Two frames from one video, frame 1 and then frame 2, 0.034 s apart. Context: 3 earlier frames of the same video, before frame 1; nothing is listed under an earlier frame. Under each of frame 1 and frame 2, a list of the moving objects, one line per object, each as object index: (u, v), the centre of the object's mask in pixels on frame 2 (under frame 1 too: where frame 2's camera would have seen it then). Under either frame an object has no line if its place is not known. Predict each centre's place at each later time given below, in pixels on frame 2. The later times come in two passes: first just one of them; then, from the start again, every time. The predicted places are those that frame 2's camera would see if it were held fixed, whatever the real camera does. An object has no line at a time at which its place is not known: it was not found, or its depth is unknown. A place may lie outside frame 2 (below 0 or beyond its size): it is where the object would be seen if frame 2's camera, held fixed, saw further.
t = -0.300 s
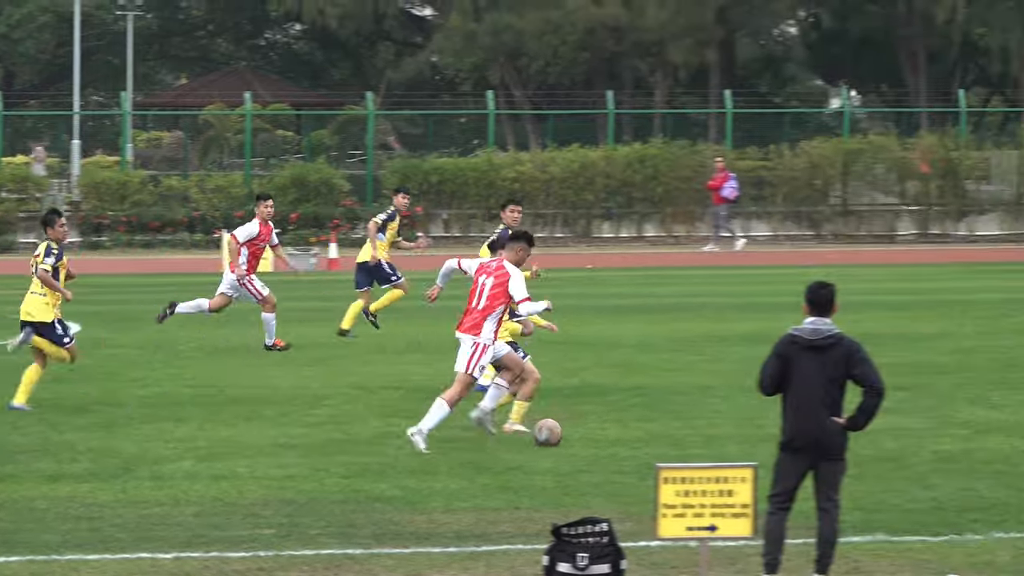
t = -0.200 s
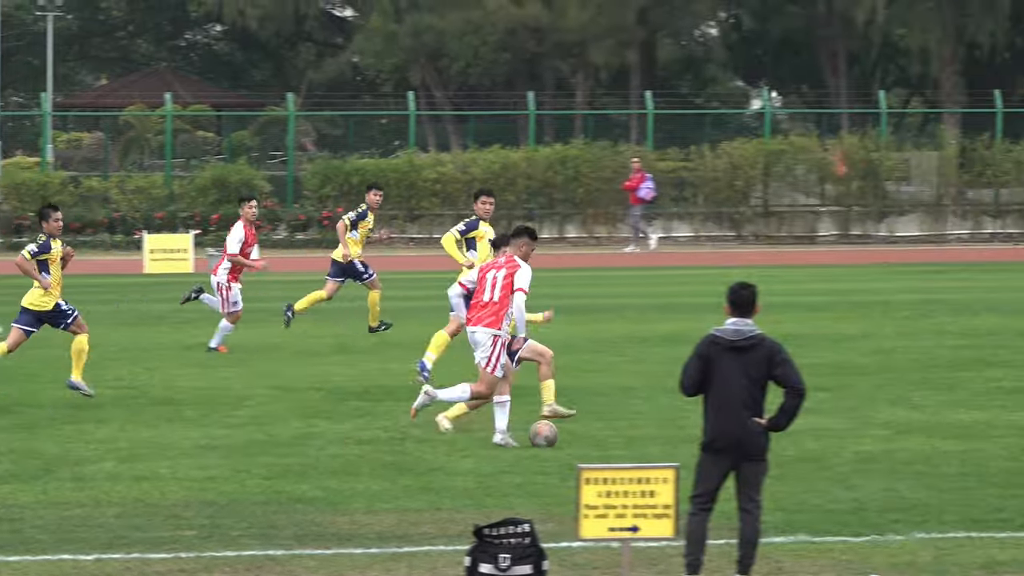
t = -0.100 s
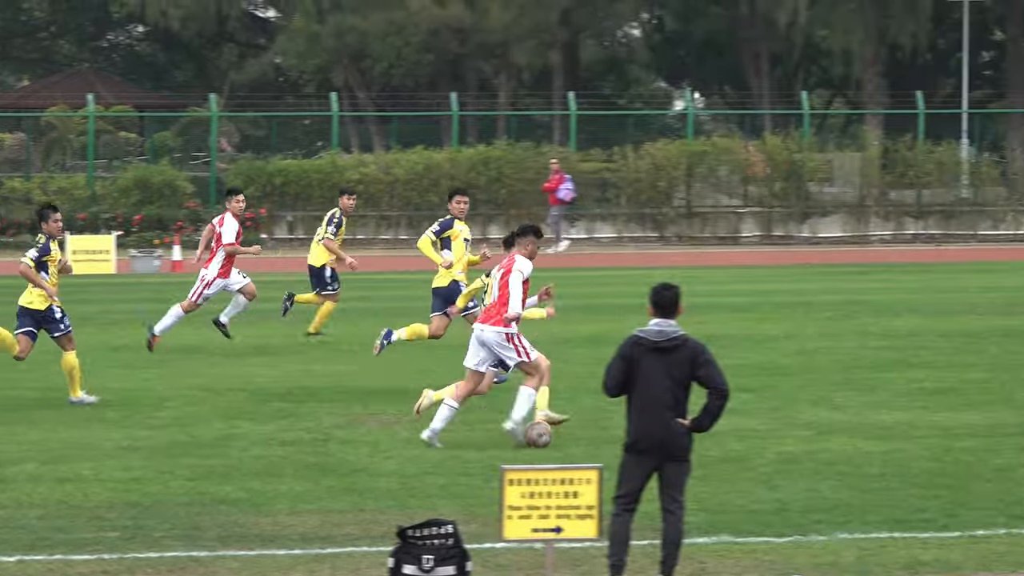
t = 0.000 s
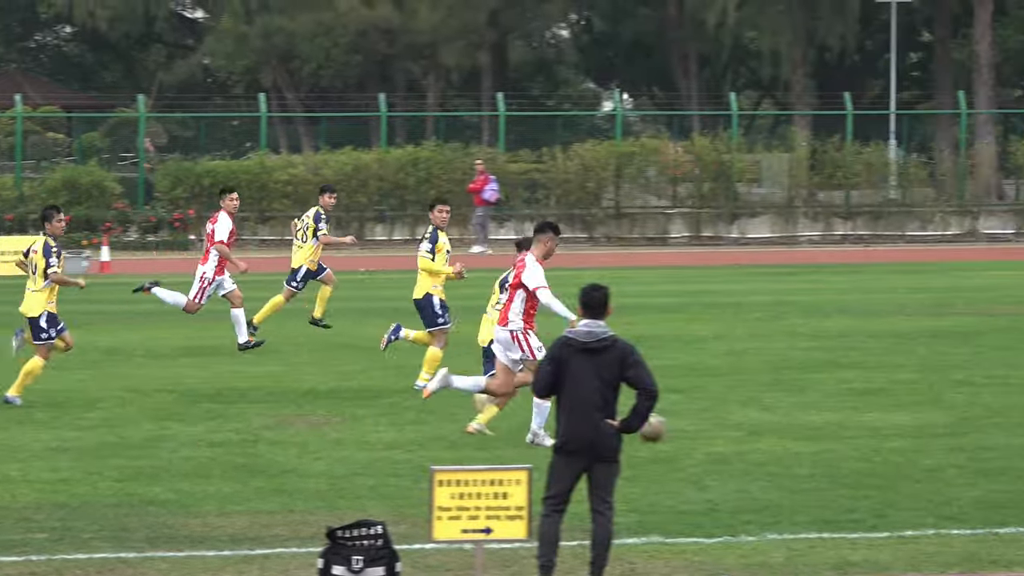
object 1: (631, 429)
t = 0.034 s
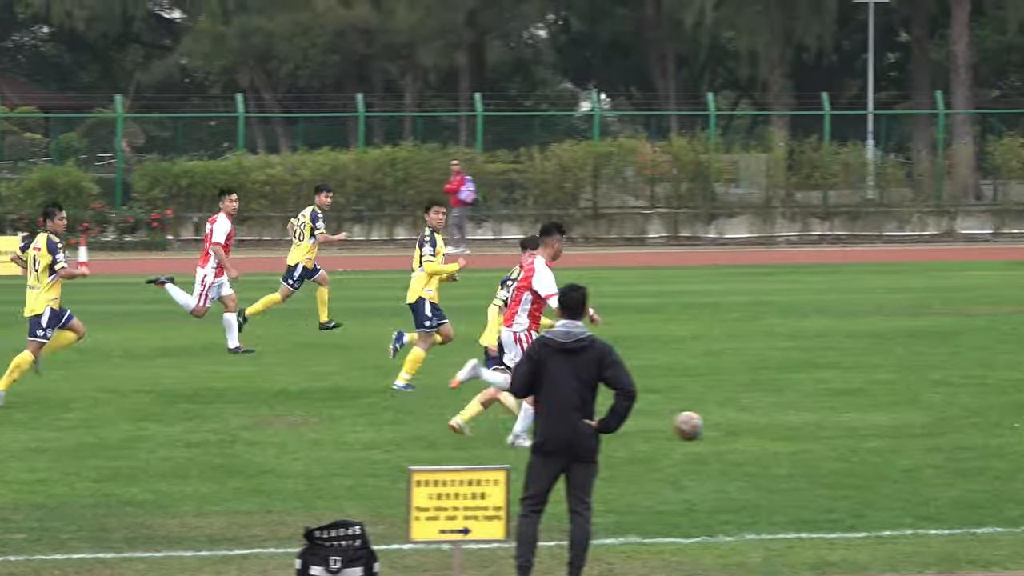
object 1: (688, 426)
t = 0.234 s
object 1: (1019, 421)
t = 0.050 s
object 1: (718, 425)
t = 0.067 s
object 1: (748, 425)
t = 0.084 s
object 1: (778, 425)
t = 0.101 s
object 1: (807, 425)
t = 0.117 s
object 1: (835, 425)
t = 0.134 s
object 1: (863, 425)
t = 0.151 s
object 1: (891, 425)
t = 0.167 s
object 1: (917, 424)
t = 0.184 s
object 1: (942, 422)
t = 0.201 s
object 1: (968, 422)
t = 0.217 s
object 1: (994, 421)
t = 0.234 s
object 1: (1019, 421)
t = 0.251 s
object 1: (1044, 421)
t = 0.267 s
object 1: (1070, 420)
